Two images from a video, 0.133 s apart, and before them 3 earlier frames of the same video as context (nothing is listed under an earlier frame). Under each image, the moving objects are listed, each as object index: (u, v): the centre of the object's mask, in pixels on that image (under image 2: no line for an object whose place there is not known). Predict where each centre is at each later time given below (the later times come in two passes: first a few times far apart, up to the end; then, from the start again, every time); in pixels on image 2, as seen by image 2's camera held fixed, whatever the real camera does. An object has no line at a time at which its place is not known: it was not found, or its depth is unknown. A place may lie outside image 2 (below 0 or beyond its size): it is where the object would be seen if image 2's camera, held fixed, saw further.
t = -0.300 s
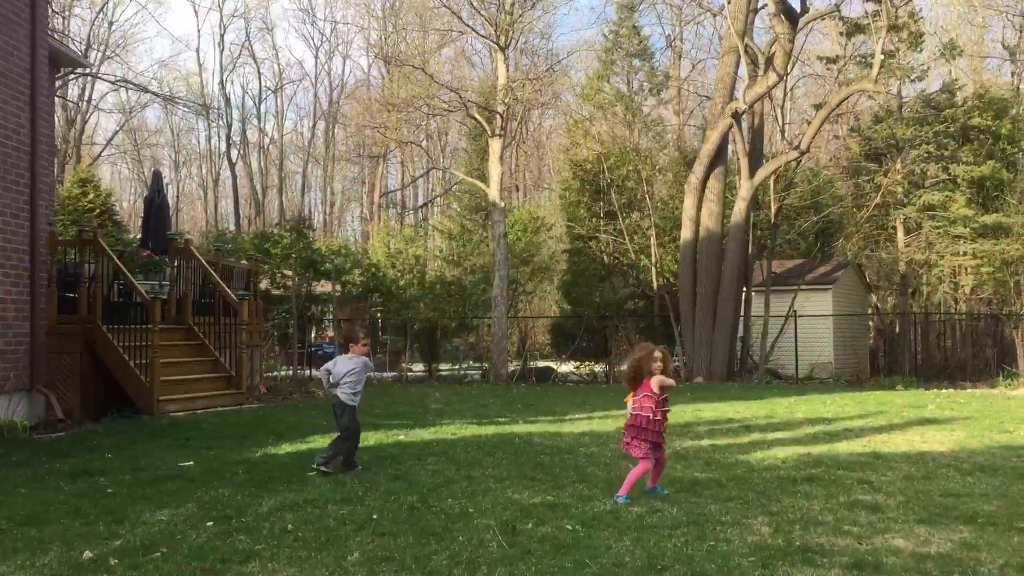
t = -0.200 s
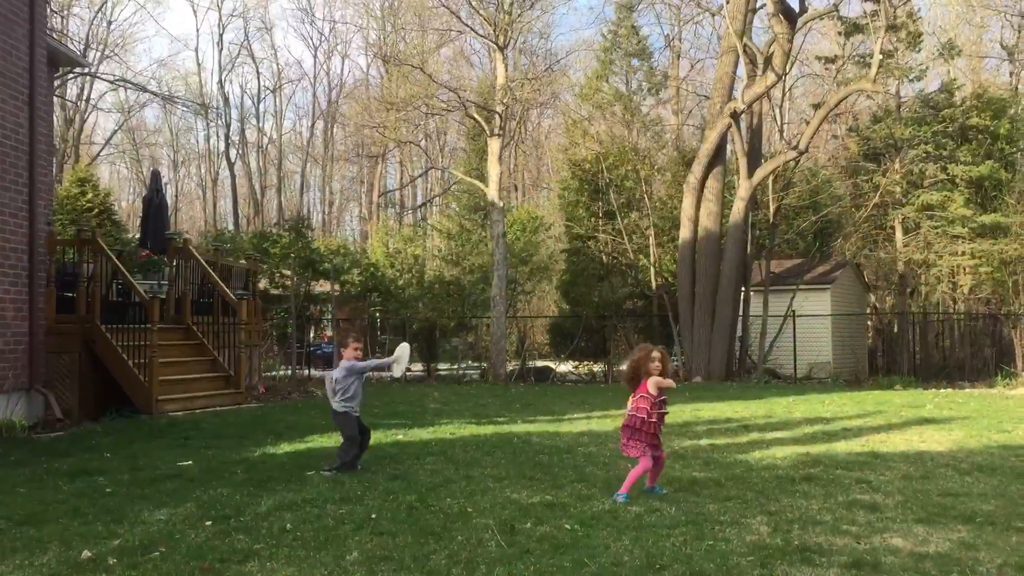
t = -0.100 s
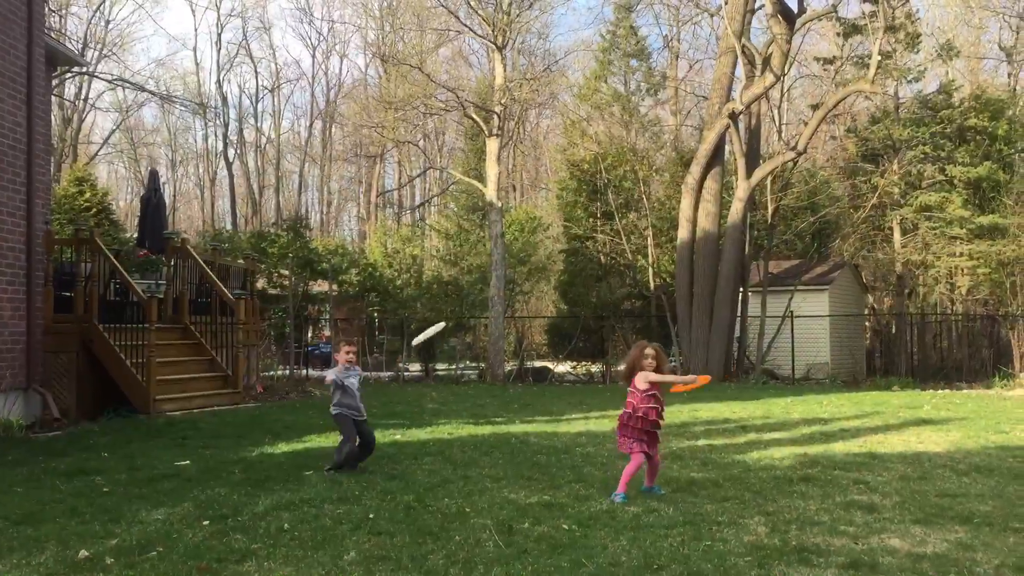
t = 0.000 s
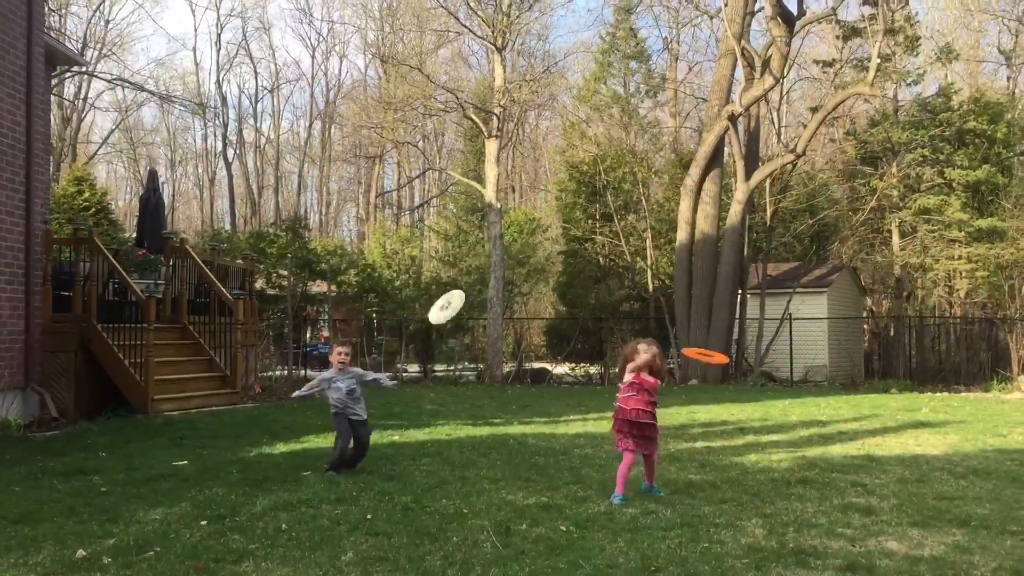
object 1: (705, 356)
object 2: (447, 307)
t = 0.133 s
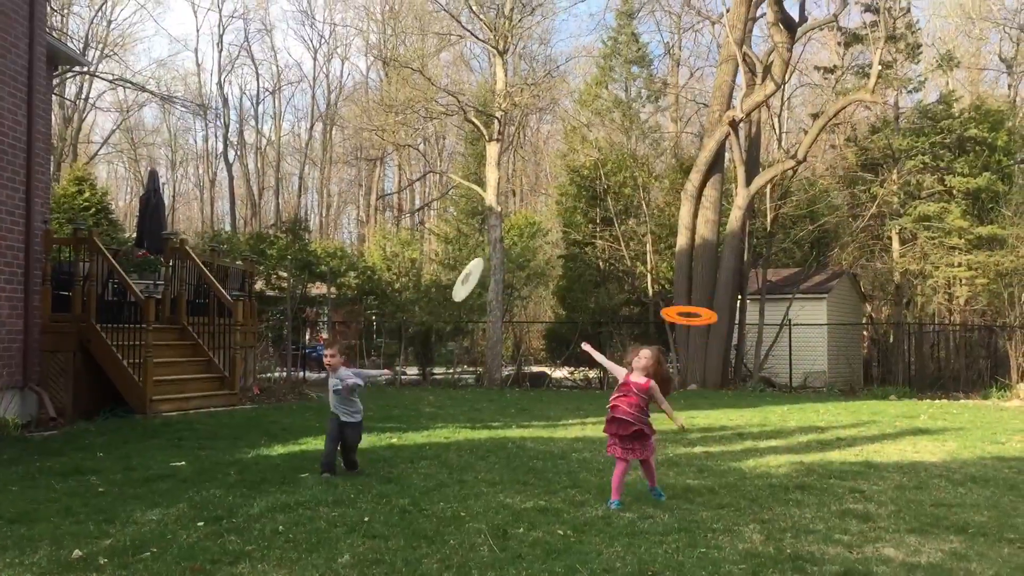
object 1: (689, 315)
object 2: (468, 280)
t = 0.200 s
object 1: (680, 294)
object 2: (476, 270)
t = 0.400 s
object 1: (641, 232)
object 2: (484, 280)
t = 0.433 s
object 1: (633, 222)
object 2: (482, 289)
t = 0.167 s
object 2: (472, 274)
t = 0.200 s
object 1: (680, 294)
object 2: (476, 270)
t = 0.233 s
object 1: (674, 283)
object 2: (479, 268)
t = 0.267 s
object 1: (668, 272)
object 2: (482, 267)
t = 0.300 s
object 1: (663, 262)
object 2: (484, 268)
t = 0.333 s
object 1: (656, 251)
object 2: (485, 270)
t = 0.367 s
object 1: (648, 242)
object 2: (485, 274)
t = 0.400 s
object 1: (641, 232)
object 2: (484, 280)
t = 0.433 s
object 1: (633, 222)
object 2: (482, 289)
